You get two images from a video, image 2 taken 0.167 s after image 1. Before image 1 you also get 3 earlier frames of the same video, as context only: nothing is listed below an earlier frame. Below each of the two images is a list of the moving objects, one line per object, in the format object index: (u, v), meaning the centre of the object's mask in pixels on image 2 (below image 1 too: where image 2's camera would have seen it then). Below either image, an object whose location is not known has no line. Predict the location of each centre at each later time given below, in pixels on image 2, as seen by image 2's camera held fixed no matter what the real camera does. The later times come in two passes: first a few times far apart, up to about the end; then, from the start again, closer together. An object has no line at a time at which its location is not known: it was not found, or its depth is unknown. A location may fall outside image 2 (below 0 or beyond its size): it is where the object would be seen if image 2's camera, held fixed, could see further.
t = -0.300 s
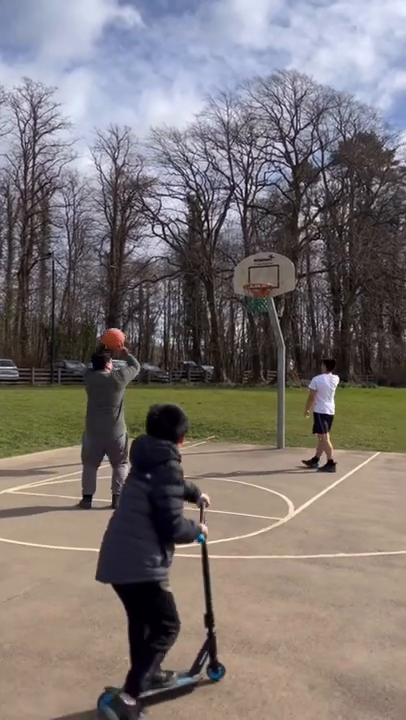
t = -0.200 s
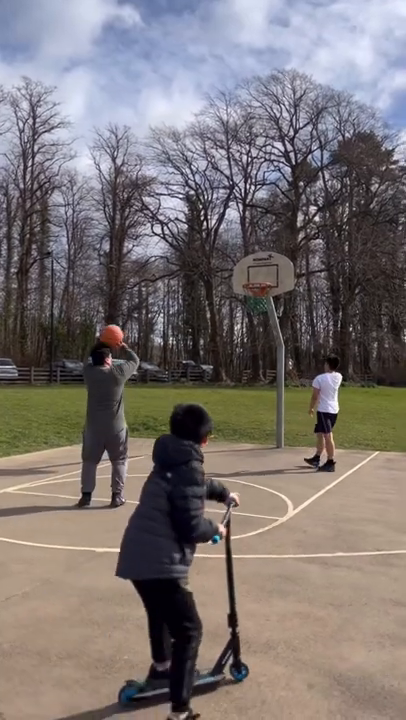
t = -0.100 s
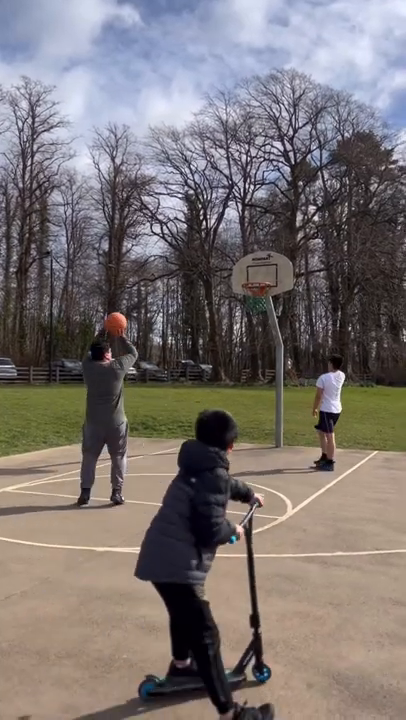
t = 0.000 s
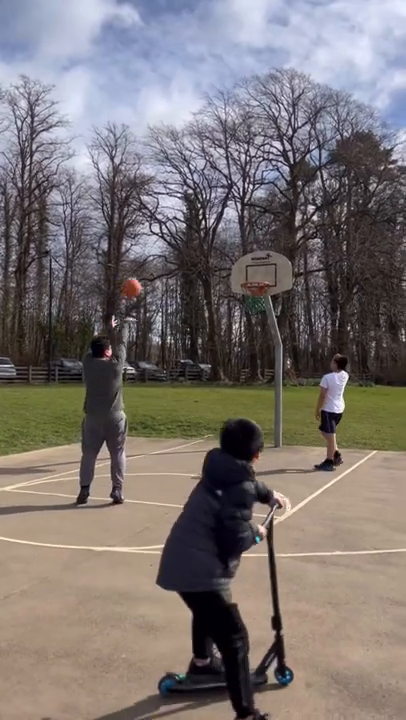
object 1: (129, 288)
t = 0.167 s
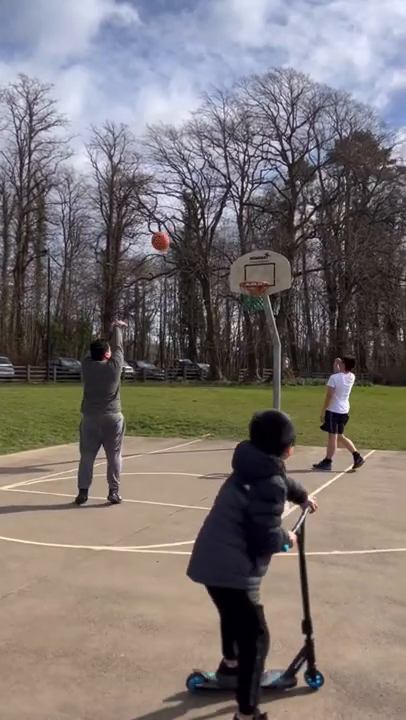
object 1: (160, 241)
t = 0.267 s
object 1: (176, 226)
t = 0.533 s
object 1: (212, 223)
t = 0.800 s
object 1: (239, 260)
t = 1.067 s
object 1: (252, 290)
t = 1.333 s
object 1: (251, 293)
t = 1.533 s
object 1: (253, 298)
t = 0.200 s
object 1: (165, 235)
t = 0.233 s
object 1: (170, 230)
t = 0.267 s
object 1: (176, 226)
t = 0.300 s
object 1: (181, 223)
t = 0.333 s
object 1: (186, 220)
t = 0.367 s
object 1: (192, 218)
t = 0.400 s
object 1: (195, 217)
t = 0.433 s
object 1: (200, 218)
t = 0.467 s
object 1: (203, 219)
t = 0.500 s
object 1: (208, 220)
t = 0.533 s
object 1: (212, 223)
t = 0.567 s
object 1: (215, 225)
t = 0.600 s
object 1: (219, 230)
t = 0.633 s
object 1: (223, 232)
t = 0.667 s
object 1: (227, 238)
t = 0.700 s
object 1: (230, 242)
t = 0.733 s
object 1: (233, 248)
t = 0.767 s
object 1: (237, 253)
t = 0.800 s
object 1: (239, 260)
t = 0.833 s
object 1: (242, 266)
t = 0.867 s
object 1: (246, 274)
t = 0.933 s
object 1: (253, 283)
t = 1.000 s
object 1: (260, 285)
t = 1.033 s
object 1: (256, 290)
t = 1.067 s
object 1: (252, 290)
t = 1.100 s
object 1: (250, 290)
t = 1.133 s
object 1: (249, 290)
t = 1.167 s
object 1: (247, 290)
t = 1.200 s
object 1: (247, 290)
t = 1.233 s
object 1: (247, 290)
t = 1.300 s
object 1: (249, 291)
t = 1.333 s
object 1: (251, 293)
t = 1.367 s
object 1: (252, 294)
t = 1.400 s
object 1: (251, 292)
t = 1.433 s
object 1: (253, 296)
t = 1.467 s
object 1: (253, 296)
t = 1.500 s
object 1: (251, 294)
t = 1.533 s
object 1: (253, 298)
